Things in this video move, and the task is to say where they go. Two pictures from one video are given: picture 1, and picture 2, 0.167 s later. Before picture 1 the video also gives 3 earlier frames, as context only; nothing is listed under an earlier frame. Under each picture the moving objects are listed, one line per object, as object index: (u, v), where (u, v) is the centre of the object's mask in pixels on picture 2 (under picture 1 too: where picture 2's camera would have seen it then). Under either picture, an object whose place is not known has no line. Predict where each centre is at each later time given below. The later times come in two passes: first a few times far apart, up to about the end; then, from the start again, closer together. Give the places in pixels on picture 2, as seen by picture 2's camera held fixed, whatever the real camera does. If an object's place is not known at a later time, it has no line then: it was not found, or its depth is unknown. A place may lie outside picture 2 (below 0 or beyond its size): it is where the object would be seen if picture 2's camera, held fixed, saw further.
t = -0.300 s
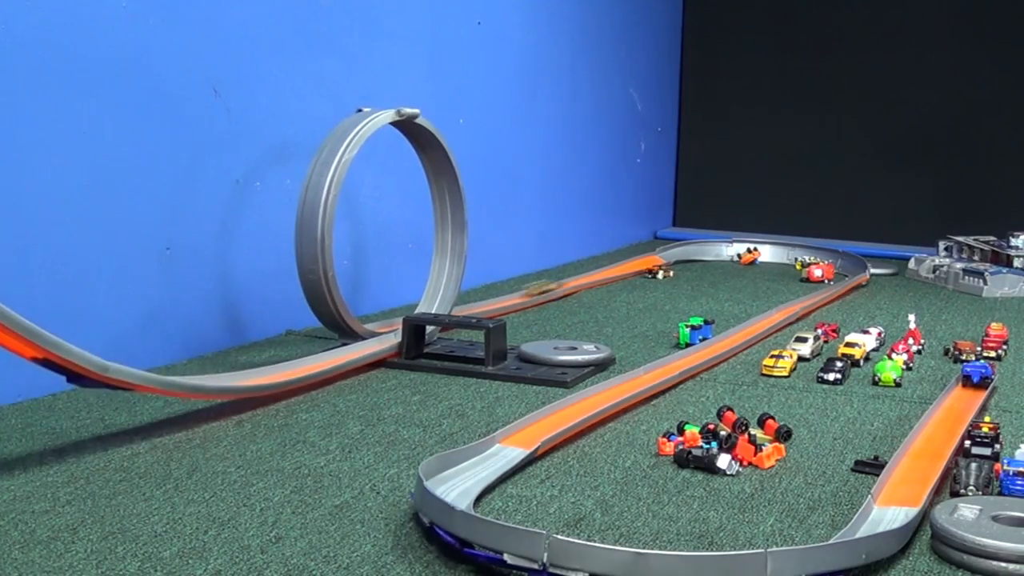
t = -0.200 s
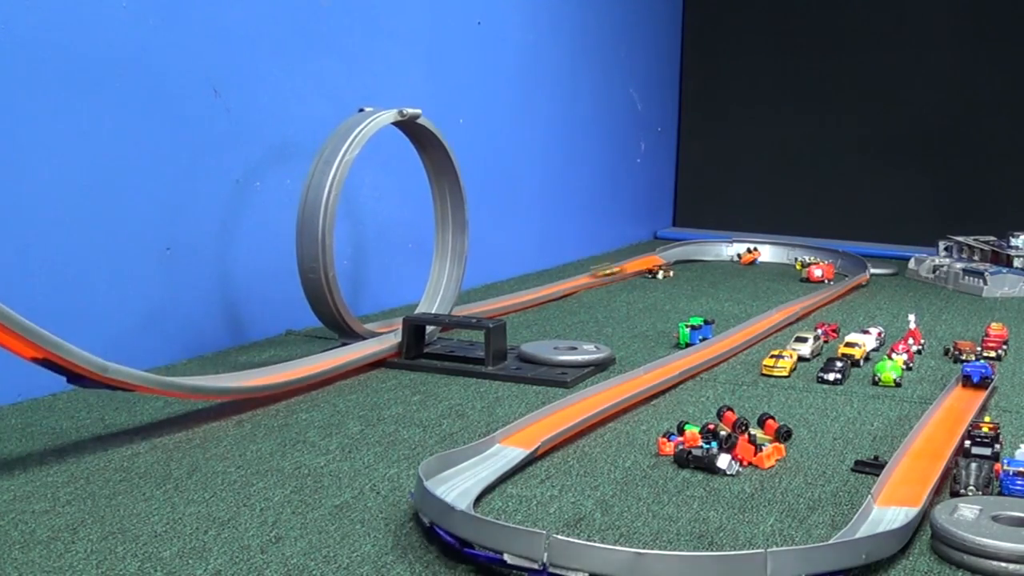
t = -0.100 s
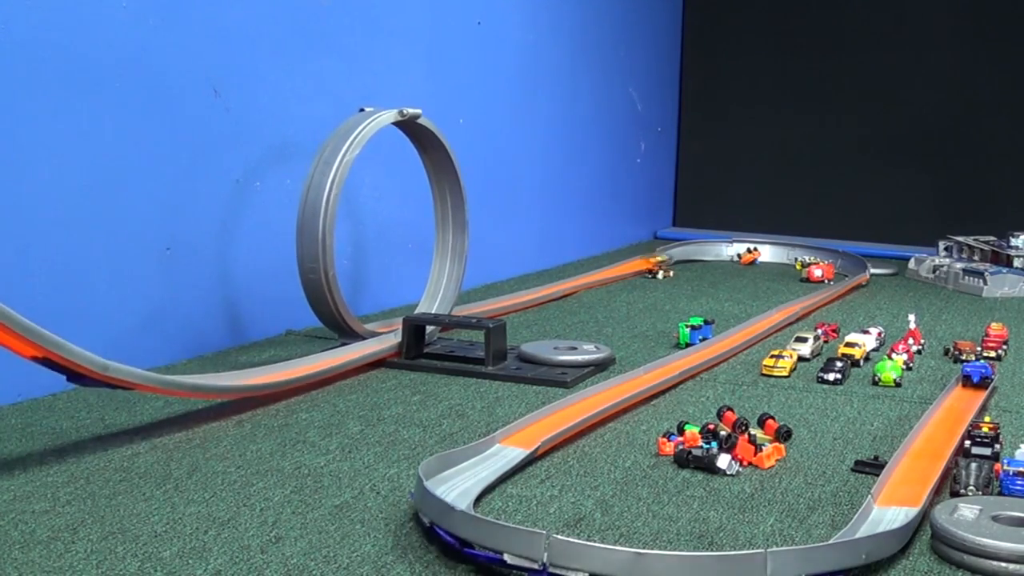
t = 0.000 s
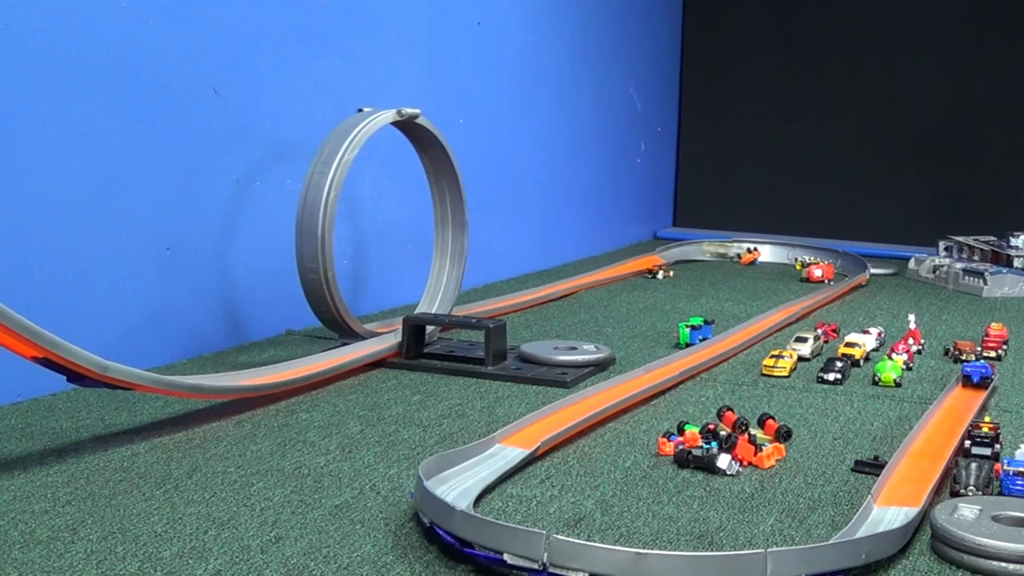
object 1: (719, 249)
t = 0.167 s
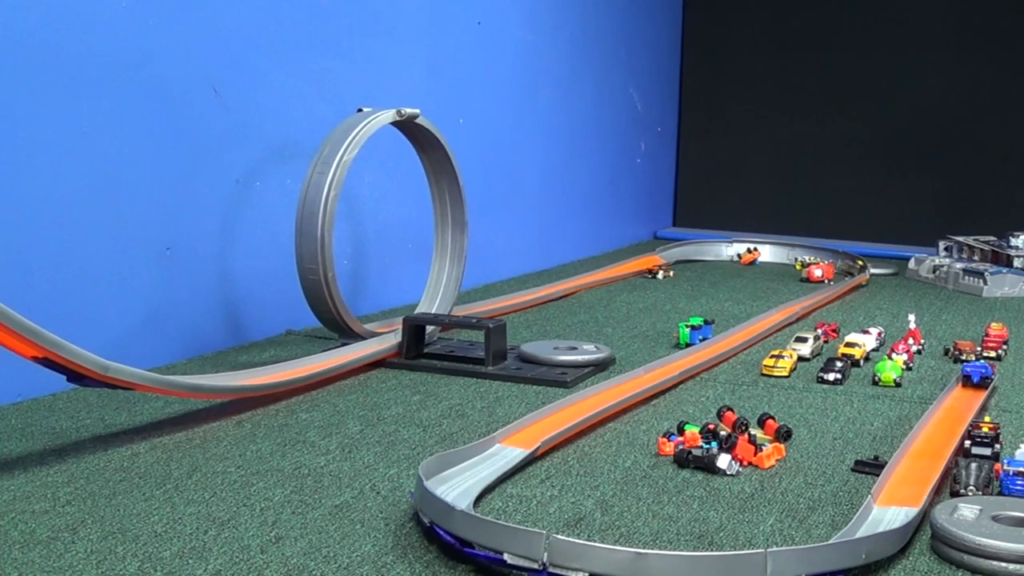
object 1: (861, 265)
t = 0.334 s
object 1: (838, 281)
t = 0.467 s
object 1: (807, 297)
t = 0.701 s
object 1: (742, 331)
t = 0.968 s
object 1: (631, 381)
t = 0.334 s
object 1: (838, 281)
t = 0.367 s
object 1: (832, 286)
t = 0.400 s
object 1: (824, 289)
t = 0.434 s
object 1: (817, 293)
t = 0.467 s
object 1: (807, 297)
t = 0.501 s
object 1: (800, 299)
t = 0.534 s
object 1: (791, 304)
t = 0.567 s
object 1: (783, 308)
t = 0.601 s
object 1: (774, 313)
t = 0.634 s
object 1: (765, 318)
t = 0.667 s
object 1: (755, 324)
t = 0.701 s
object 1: (742, 331)
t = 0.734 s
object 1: (732, 336)
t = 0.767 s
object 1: (719, 342)
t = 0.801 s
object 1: (706, 348)
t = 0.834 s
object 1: (690, 354)
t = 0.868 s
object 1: (675, 361)
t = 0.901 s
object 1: (660, 368)
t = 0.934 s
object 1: (648, 373)
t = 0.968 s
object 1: (631, 381)
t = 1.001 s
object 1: (613, 389)
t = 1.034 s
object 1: (594, 399)
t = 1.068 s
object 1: (572, 410)
